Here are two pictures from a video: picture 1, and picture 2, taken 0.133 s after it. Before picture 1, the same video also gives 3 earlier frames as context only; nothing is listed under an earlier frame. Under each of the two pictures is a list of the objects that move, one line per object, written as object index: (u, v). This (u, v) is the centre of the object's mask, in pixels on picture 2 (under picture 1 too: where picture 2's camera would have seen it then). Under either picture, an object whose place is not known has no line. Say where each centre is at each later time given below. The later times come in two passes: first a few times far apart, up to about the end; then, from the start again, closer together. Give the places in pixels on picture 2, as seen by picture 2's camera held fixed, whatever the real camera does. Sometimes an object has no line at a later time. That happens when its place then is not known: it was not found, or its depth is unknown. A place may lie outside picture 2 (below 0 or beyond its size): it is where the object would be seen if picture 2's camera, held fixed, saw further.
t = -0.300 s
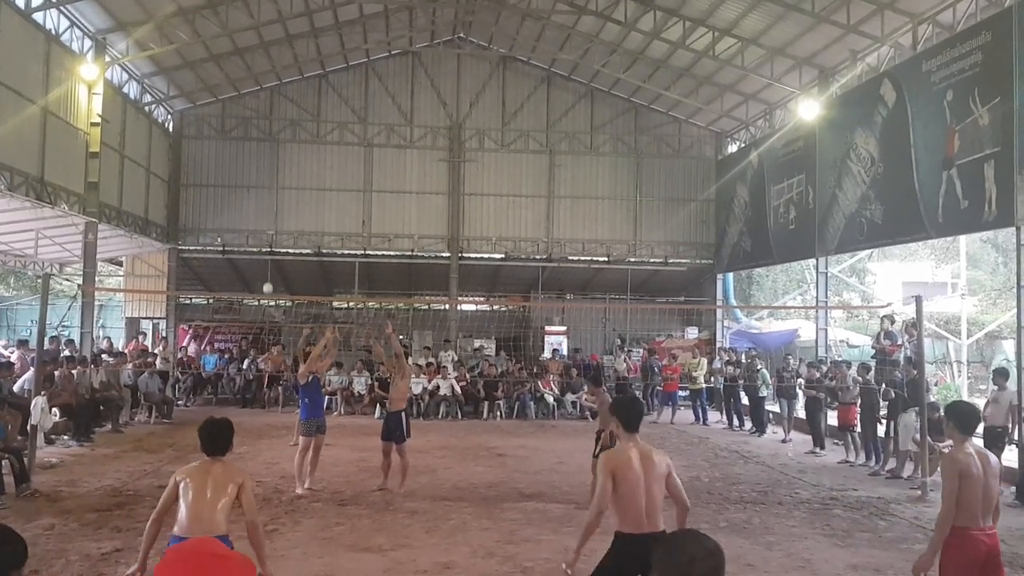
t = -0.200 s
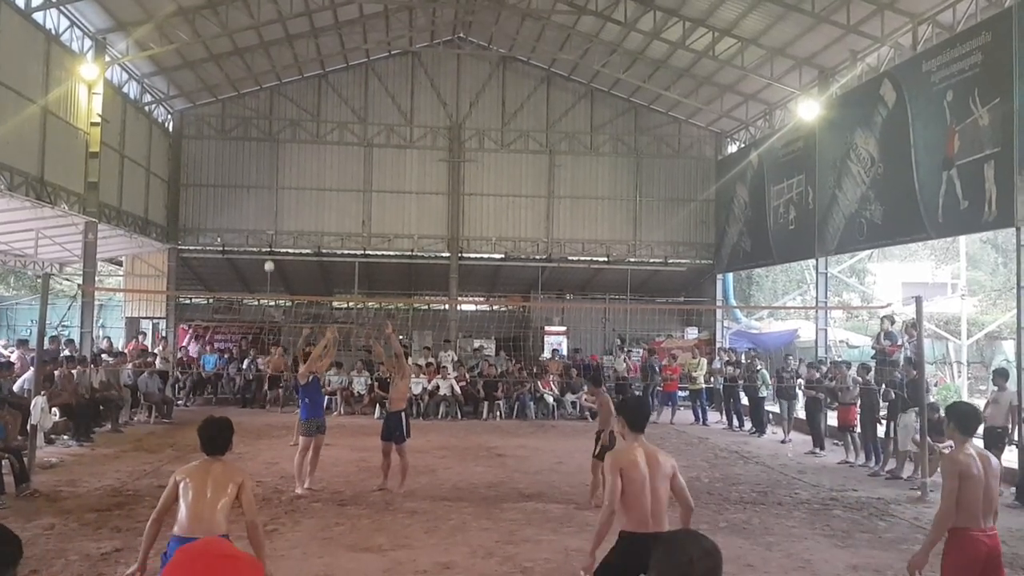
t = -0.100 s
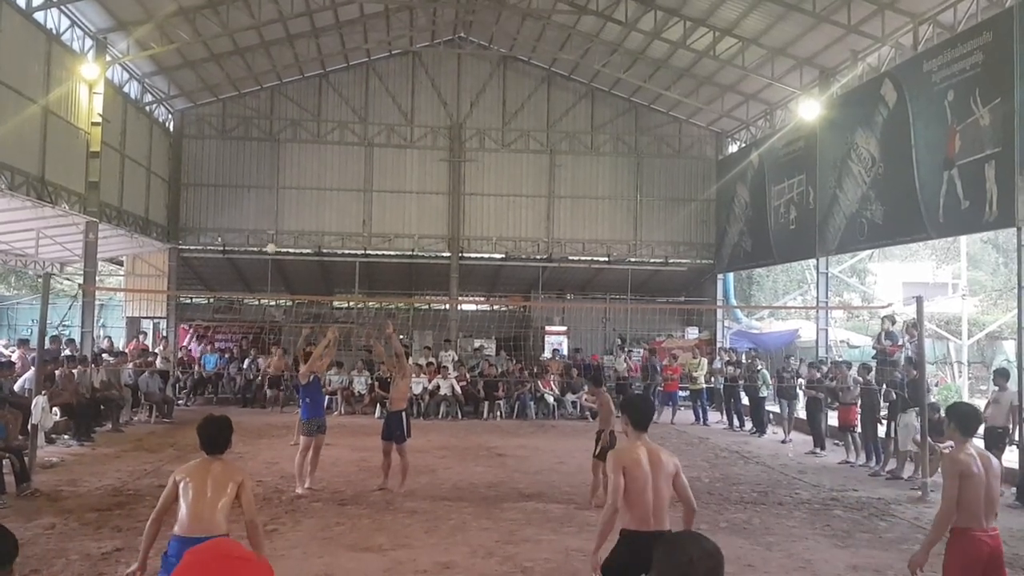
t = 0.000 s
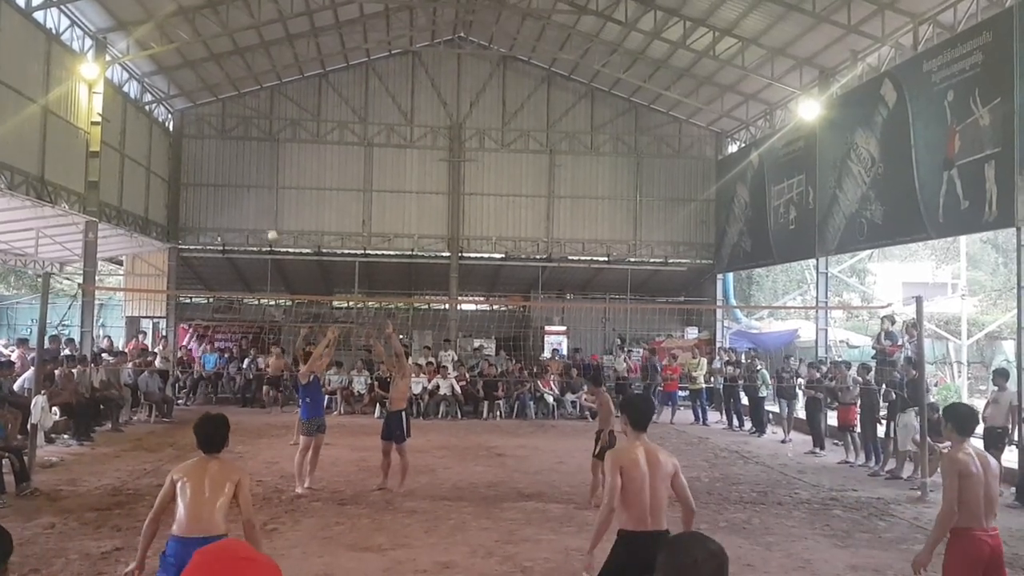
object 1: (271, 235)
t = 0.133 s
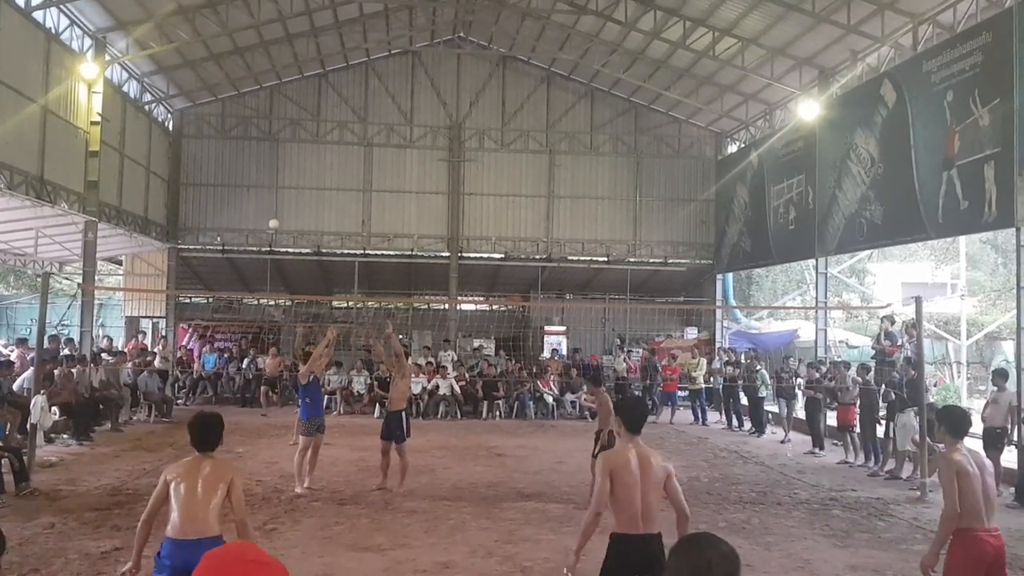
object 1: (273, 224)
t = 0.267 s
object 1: (275, 221)
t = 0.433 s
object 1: (276, 228)
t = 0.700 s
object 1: (278, 266)
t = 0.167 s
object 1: (274, 222)
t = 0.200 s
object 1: (274, 221)
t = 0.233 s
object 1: (275, 221)
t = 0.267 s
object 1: (275, 221)
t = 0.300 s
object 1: (275, 221)
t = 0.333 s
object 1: (276, 222)
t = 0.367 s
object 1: (276, 223)
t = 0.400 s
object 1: (276, 225)
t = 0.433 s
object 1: (276, 228)
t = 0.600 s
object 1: (277, 248)
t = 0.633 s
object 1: (277, 253)
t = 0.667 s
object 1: (277, 259)
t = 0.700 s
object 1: (278, 266)
